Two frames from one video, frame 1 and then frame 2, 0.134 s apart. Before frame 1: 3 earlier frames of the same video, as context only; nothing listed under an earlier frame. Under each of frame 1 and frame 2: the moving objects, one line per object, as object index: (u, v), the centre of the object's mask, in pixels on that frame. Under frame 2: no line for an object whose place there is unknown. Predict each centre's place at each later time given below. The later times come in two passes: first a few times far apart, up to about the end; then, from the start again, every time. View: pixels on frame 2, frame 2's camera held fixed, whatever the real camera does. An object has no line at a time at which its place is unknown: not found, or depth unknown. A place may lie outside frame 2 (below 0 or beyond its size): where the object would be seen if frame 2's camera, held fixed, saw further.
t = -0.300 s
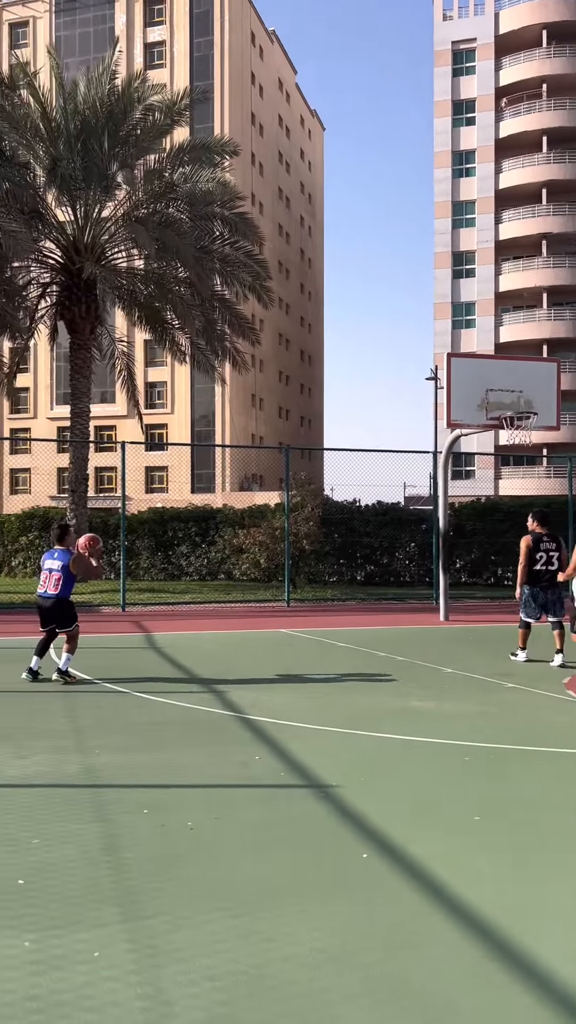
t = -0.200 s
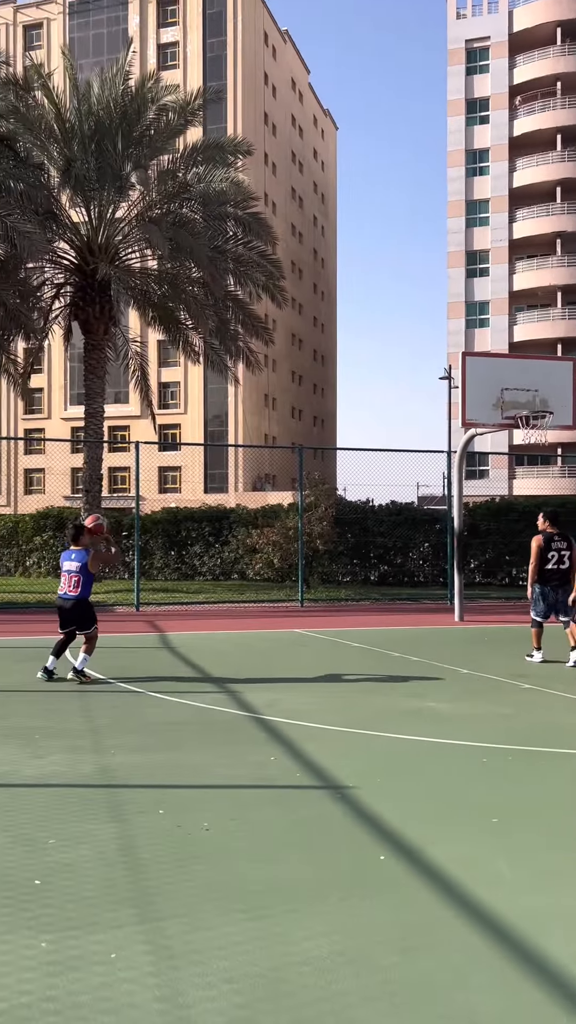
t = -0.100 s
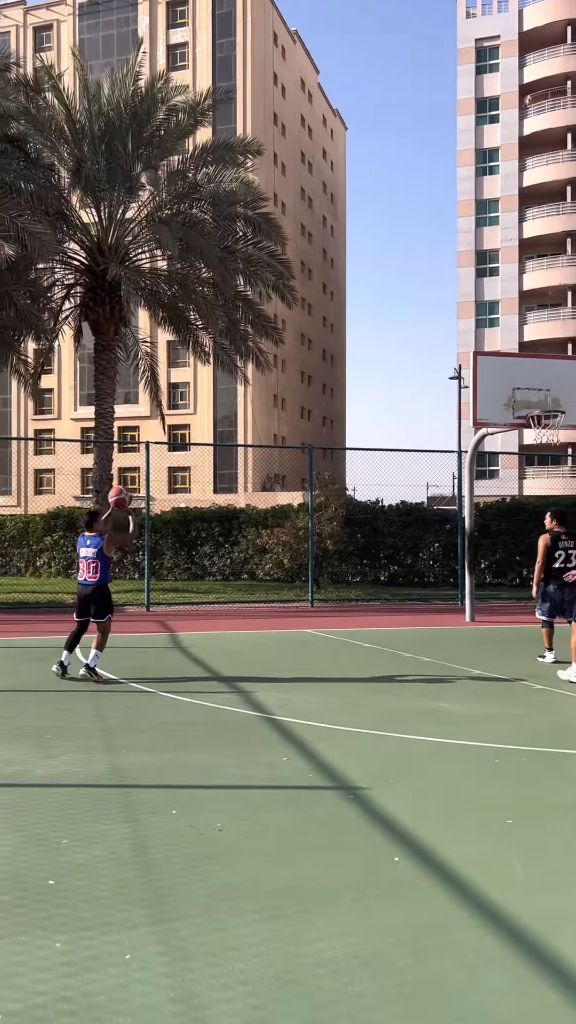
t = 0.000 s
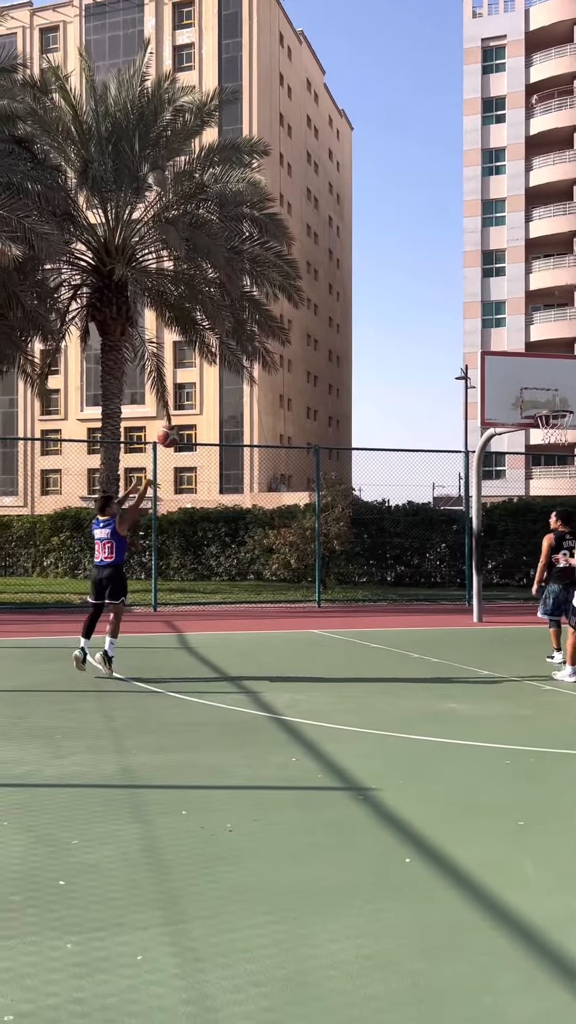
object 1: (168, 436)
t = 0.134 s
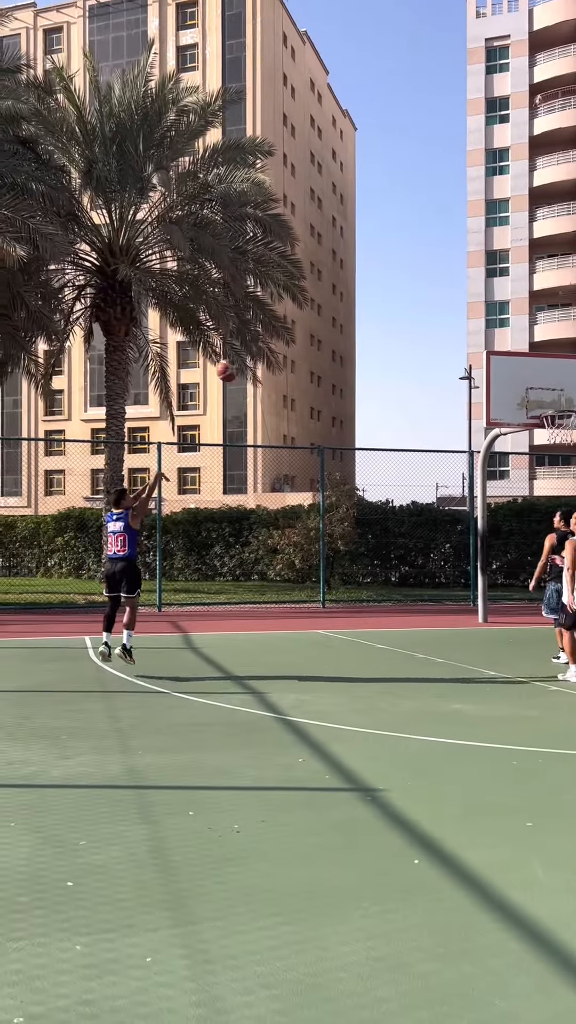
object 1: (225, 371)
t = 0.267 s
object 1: (276, 325)
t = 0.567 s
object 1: (376, 284)
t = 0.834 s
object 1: (452, 310)
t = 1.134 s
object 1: (524, 395)
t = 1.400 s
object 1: (499, 443)
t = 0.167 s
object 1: (237, 357)
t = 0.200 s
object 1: (250, 345)
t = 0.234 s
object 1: (263, 335)
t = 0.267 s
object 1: (276, 325)
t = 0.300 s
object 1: (288, 316)
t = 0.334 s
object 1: (300, 309)
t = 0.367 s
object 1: (312, 302)
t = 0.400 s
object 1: (322, 297)
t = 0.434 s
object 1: (334, 292)
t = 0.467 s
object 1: (344, 289)
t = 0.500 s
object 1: (356, 286)
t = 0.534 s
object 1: (366, 285)
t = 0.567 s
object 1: (376, 284)
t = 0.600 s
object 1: (386, 285)
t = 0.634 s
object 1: (396, 286)
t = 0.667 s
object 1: (406, 288)
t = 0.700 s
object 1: (415, 291)
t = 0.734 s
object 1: (425, 294)
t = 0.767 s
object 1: (434, 299)
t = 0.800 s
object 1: (443, 304)
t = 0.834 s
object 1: (452, 310)
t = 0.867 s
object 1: (460, 317)
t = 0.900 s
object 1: (469, 324)
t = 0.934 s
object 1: (477, 333)
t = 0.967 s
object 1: (485, 341)
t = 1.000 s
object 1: (493, 351)
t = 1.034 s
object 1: (501, 361)
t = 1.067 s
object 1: (509, 372)
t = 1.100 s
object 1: (516, 383)
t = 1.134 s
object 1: (524, 395)
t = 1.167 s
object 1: (531, 408)
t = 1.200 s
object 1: (529, 417)
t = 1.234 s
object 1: (517, 423)
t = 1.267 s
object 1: (513, 426)
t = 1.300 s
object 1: (509, 429)
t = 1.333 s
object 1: (506, 433)
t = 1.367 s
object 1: (502, 437)
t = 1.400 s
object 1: (499, 443)
